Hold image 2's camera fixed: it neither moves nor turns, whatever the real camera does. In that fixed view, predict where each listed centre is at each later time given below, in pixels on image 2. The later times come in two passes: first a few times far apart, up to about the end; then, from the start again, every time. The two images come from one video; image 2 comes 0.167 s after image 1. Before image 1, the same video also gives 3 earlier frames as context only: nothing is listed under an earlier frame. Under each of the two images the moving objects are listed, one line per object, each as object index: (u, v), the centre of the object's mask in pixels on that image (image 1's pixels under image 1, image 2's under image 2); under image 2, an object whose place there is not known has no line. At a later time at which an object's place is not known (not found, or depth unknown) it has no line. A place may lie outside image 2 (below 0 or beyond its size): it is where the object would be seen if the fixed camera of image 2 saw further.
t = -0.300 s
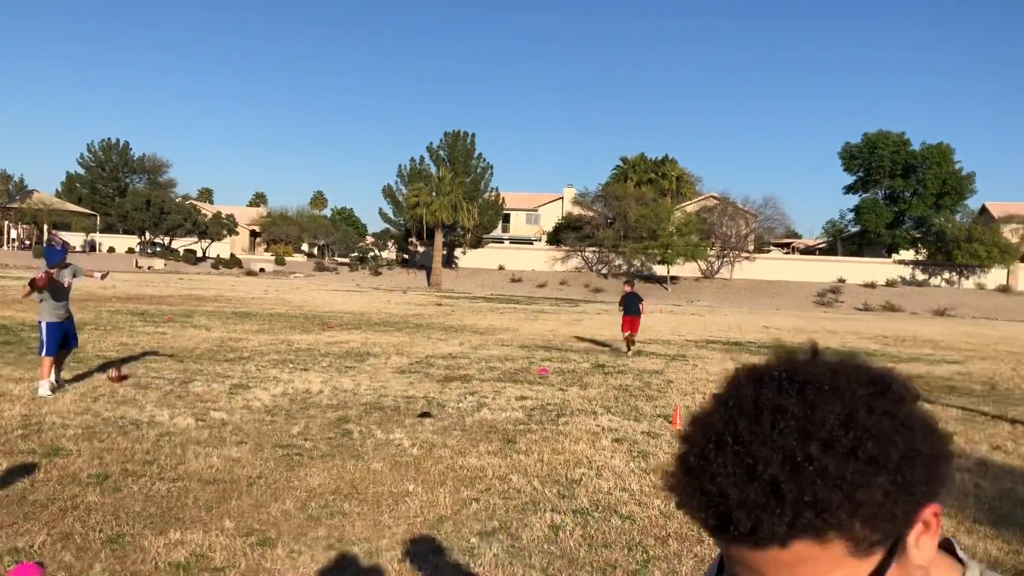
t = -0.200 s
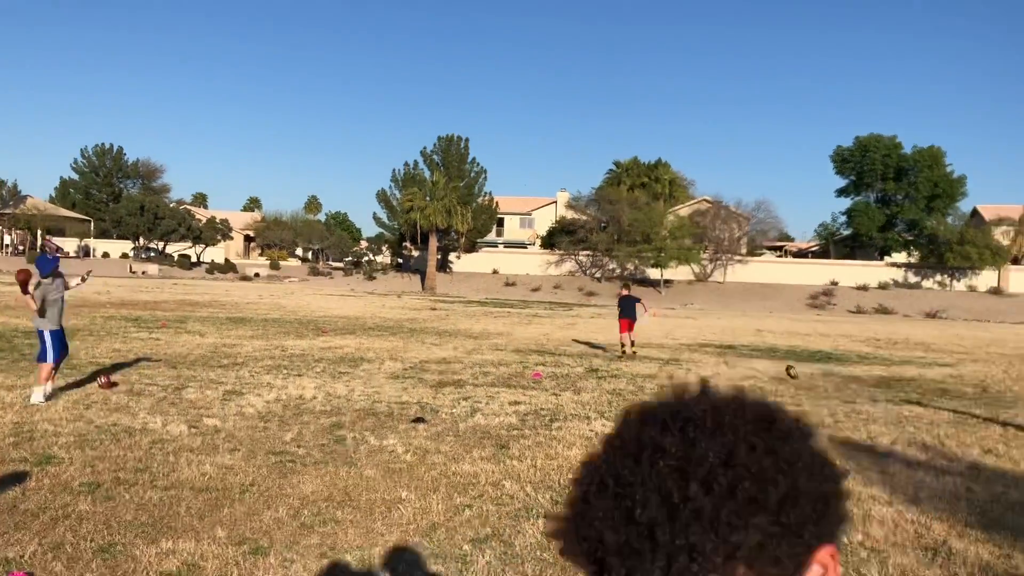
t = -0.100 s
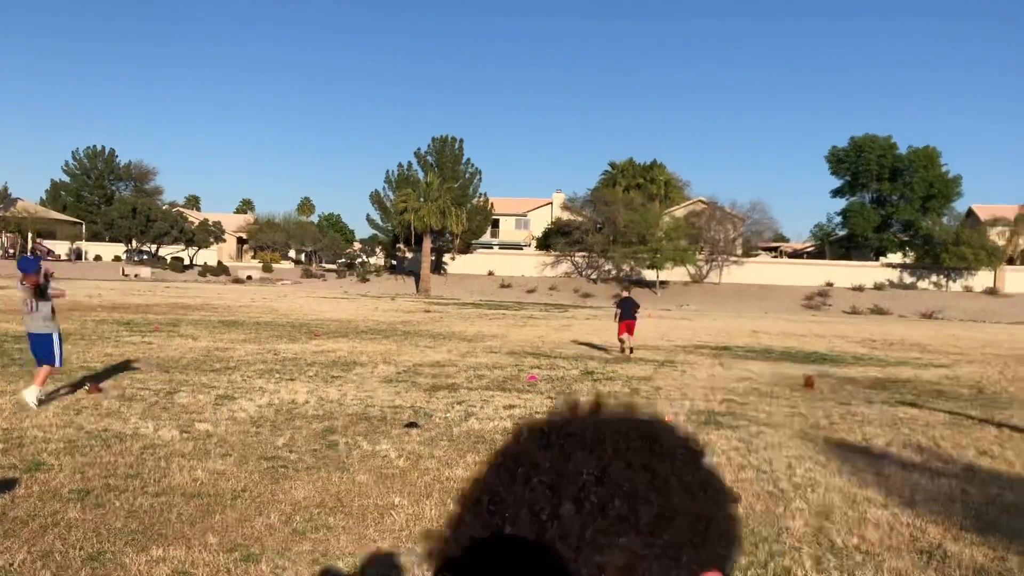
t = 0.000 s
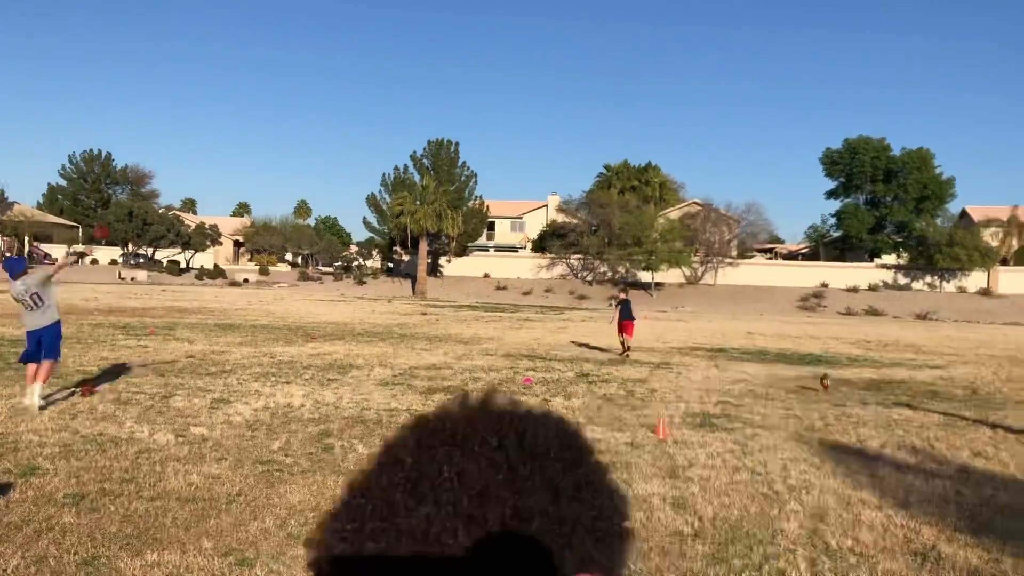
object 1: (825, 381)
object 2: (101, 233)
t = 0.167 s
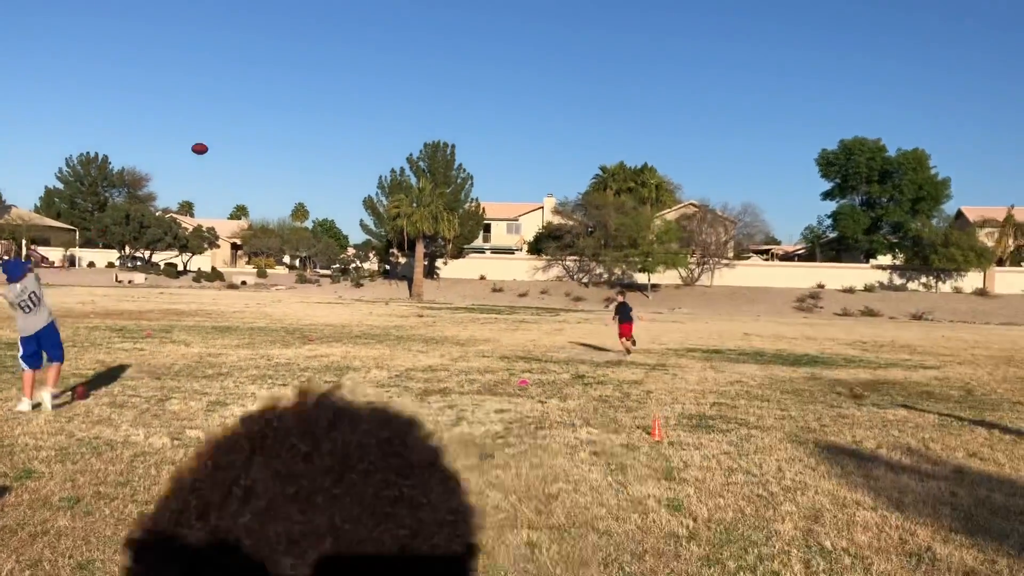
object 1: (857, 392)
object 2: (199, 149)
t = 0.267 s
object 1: (871, 383)
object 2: (247, 117)
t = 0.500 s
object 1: (897, 376)
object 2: (331, 83)
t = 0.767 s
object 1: (930, 401)
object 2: (398, 87)
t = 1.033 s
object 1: (966, 409)
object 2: (445, 117)
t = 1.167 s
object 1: (981, 405)
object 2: (463, 139)
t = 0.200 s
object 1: (864, 390)
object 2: (216, 137)
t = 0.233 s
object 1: (866, 387)
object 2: (232, 127)
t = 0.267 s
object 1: (871, 383)
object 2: (247, 117)
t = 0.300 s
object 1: (876, 380)
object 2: (261, 109)
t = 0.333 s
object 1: (879, 377)
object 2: (274, 103)
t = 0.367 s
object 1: (884, 376)
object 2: (286, 97)
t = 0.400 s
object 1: (887, 375)
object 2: (298, 92)
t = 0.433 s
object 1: (891, 375)
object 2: (310, 88)
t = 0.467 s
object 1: (895, 376)
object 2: (320, 85)
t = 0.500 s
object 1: (897, 376)
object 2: (331, 83)
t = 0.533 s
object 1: (902, 378)
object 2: (340, 82)
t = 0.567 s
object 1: (906, 381)
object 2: (350, 81)
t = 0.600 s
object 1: (910, 386)
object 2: (359, 80)
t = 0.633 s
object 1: (913, 389)
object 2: (368, 81)
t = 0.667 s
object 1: (918, 395)
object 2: (376, 82)
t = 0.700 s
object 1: (921, 402)
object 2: (383, 83)
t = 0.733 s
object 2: (391, 85)
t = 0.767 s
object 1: (930, 401)
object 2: (398, 87)
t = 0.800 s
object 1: (933, 401)
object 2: (405, 90)
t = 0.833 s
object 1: (938, 400)
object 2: (411, 93)
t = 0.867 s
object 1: (942, 400)
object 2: (417, 96)
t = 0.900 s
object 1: (949, 402)
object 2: (423, 99)
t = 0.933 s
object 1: (951, 404)
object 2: (429, 104)
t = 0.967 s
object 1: (956, 405)
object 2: (434, 108)
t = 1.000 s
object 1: (960, 409)
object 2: (439, 113)
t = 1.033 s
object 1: (966, 409)
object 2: (445, 117)
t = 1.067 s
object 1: (972, 408)
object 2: (450, 122)
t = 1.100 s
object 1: (975, 406)
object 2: (454, 127)
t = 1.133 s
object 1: (977, 405)
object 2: (459, 133)
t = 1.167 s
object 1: (981, 405)
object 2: (463, 139)
